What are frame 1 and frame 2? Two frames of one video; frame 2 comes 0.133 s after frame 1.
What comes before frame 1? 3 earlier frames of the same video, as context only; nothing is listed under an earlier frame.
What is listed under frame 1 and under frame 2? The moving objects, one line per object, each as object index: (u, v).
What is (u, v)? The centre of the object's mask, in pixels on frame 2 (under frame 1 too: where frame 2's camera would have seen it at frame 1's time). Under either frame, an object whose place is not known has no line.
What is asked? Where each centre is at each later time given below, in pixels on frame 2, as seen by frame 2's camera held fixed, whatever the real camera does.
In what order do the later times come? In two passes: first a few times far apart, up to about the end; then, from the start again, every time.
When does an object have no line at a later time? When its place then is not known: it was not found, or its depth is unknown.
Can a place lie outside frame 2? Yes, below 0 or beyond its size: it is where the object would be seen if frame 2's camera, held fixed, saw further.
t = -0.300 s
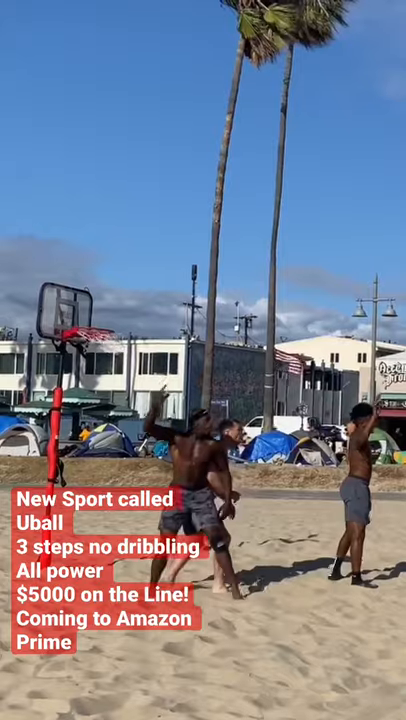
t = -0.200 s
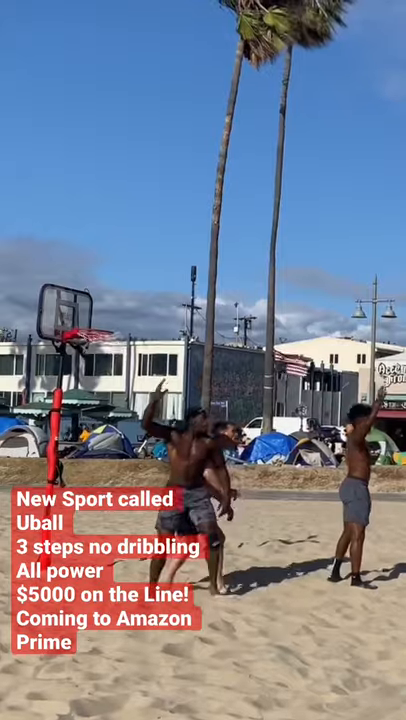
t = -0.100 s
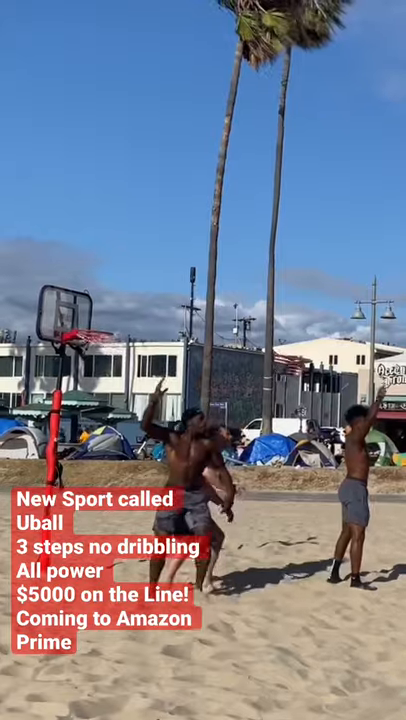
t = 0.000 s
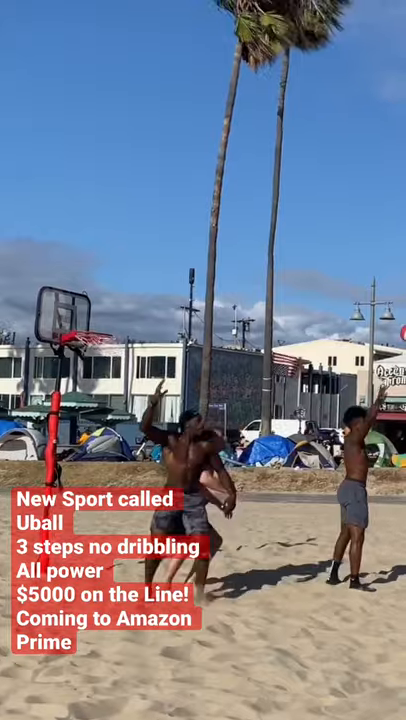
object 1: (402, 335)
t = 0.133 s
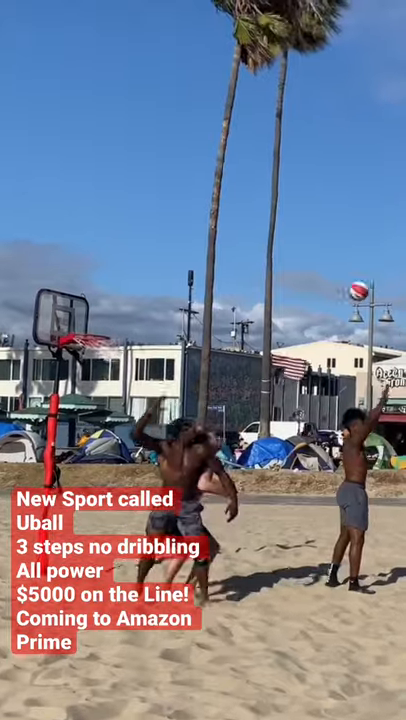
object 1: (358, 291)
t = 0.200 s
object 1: (333, 275)
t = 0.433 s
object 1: (244, 254)
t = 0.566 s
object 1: (194, 268)
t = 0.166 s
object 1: (345, 282)
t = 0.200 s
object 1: (333, 275)
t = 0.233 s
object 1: (320, 268)
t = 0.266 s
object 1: (308, 264)
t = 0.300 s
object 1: (296, 260)
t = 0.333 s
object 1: (283, 257)
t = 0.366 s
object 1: (270, 255)
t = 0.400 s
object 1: (257, 254)
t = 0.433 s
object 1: (244, 254)
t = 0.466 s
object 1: (232, 256)
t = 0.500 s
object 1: (220, 259)
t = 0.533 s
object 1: (207, 262)
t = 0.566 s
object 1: (194, 268)
